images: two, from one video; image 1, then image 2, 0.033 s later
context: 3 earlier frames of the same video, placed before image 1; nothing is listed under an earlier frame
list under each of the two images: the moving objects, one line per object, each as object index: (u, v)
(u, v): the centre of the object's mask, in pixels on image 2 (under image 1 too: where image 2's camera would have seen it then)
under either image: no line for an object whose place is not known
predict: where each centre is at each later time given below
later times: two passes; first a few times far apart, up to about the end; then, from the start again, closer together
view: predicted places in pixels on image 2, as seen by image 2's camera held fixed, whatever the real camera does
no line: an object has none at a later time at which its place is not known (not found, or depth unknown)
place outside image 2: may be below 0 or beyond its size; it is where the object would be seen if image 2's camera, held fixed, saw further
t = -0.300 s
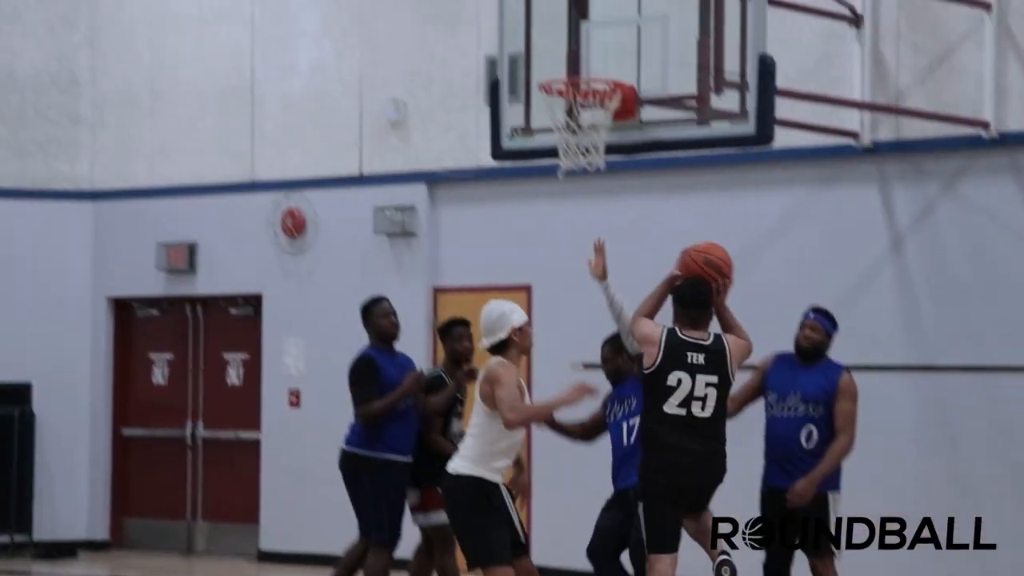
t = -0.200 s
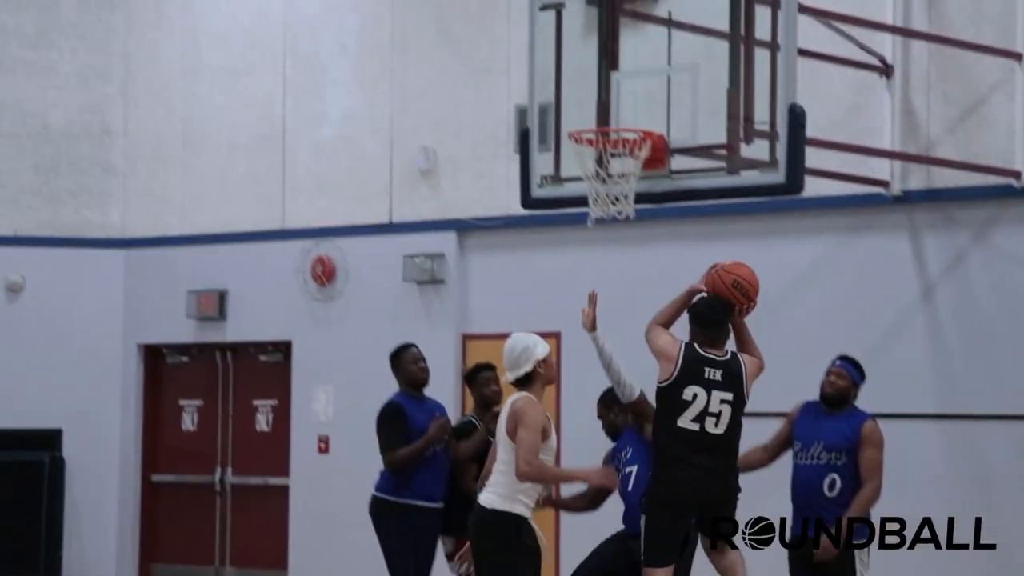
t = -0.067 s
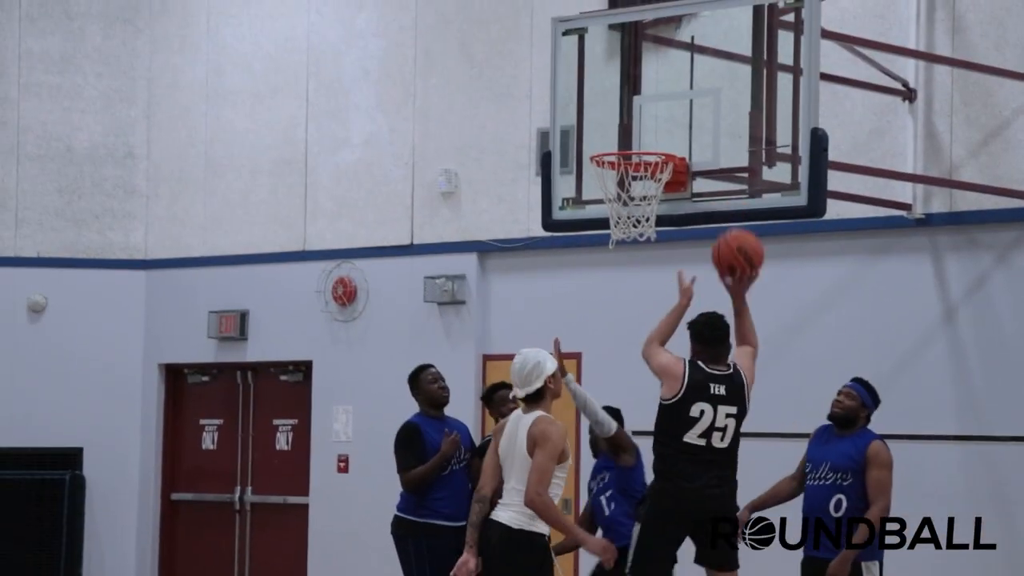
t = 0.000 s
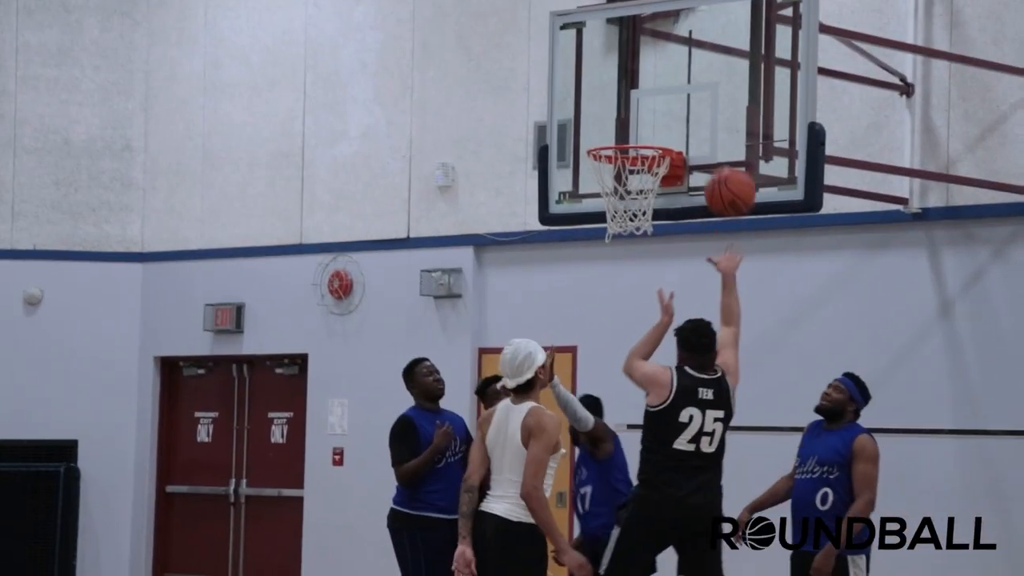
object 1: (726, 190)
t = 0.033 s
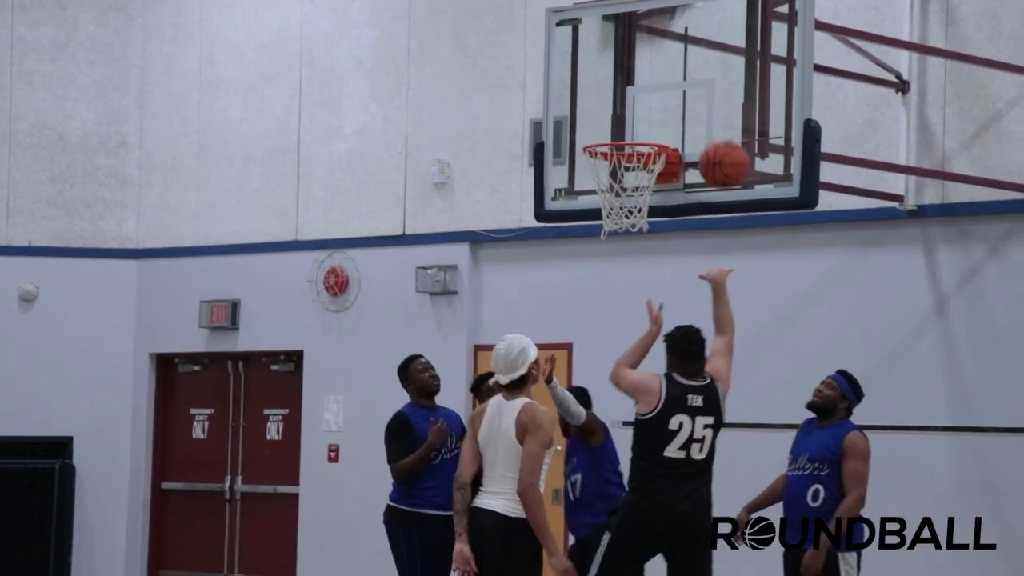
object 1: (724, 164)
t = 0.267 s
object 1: (712, 58)
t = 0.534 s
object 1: (697, 67)
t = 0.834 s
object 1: (603, 181)
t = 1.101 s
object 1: (607, 206)
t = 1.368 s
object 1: (649, 301)
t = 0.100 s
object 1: (721, 121)
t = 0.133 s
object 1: (719, 104)
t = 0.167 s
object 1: (717, 88)
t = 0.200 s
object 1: (715, 76)
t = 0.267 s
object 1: (712, 58)
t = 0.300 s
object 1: (710, 52)
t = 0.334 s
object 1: (709, 50)
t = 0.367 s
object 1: (707, 49)
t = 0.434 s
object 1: (704, 53)
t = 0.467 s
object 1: (701, 56)
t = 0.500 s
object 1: (699, 60)
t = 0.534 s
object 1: (697, 67)
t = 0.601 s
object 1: (693, 89)
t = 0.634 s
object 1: (682, 98)
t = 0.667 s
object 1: (668, 109)
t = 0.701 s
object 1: (654, 121)
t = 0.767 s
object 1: (627, 152)
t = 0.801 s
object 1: (611, 170)
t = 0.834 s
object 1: (603, 181)
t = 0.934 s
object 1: (598, 187)
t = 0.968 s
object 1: (599, 189)
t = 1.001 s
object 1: (599, 191)
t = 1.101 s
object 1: (607, 206)
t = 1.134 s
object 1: (611, 213)
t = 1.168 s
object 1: (616, 220)
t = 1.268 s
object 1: (633, 252)
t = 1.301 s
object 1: (639, 266)
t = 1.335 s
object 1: (644, 283)
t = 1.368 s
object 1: (649, 301)
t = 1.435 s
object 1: (660, 343)
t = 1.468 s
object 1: (666, 366)
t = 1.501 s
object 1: (671, 391)
